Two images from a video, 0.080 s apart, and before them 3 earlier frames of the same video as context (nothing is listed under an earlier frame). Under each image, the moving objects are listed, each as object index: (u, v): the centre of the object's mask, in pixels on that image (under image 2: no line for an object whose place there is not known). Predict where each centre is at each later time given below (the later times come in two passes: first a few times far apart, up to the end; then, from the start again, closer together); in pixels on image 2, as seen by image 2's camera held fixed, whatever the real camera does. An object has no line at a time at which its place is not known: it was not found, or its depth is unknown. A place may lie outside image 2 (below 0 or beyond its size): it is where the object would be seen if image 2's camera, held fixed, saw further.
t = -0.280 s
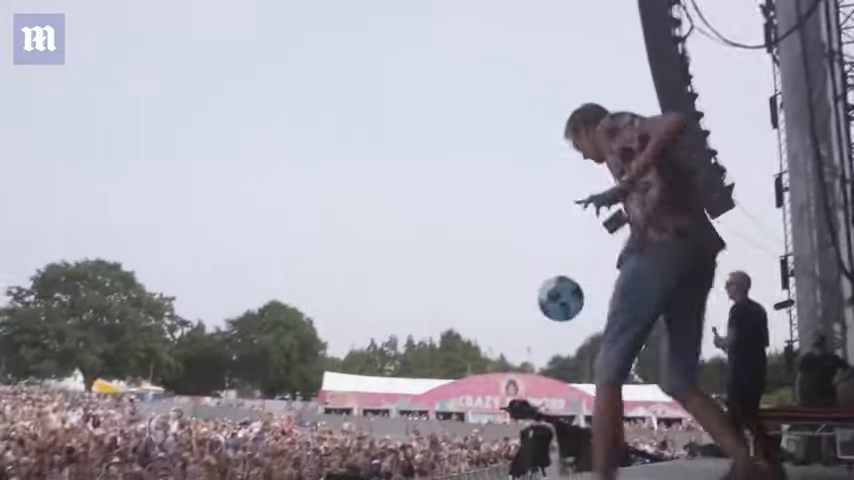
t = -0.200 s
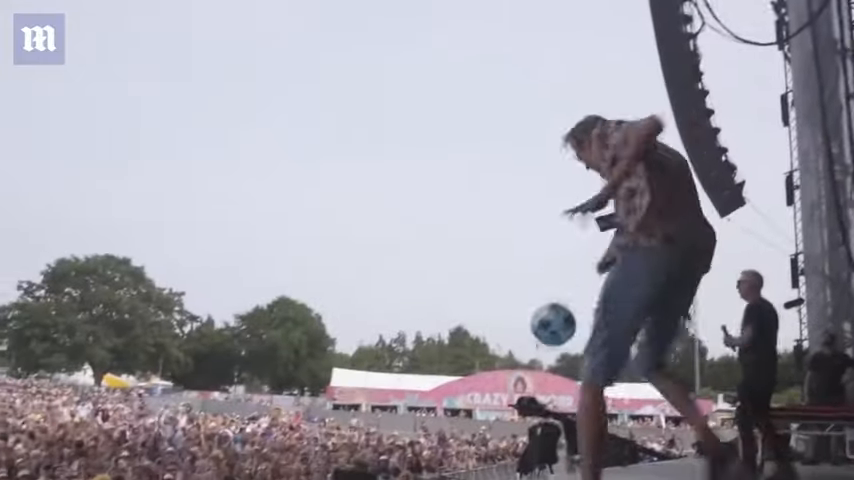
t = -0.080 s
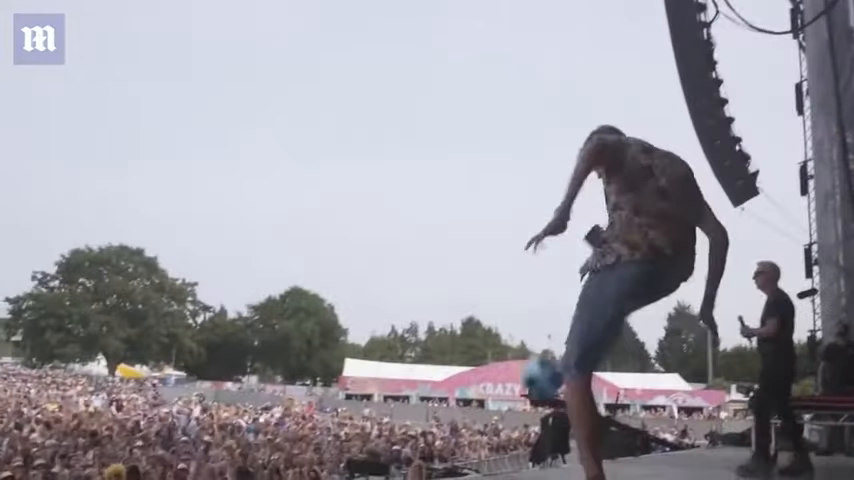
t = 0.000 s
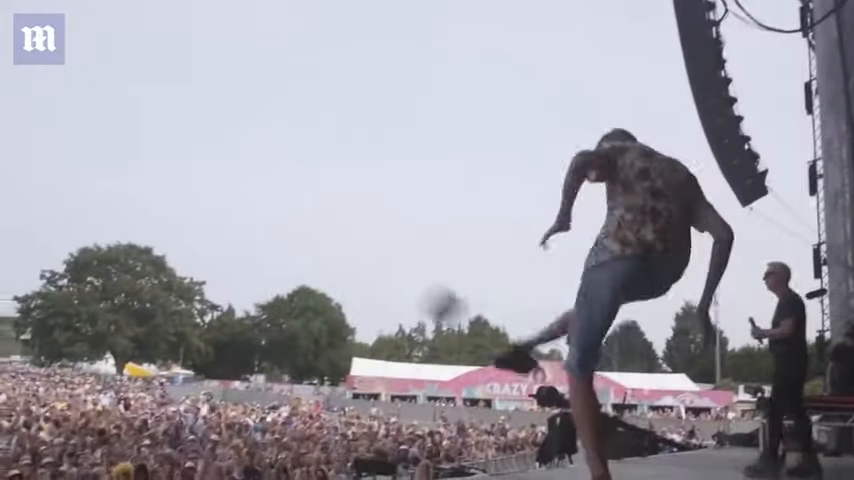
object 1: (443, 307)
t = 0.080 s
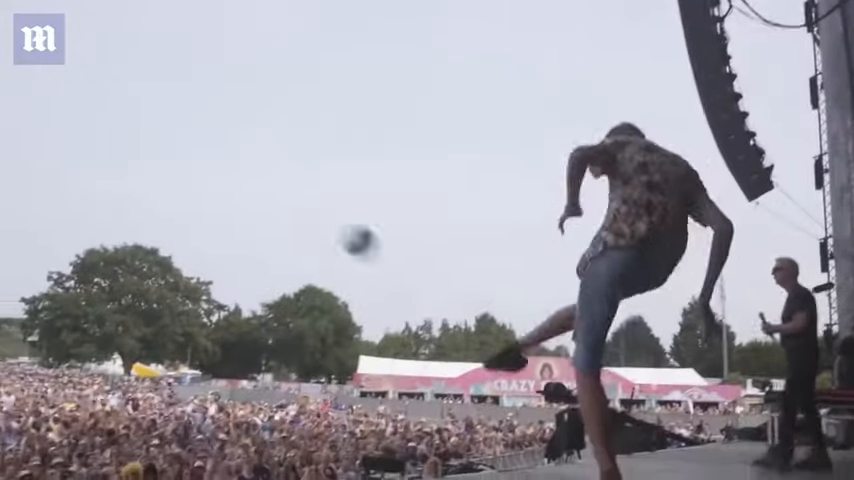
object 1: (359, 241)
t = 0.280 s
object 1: (241, 162)
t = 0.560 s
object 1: (167, 162)
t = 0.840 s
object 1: (125, 226)
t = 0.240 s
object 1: (257, 171)
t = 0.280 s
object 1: (241, 162)
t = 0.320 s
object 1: (227, 156)
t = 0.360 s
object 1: (215, 153)
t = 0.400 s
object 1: (203, 152)
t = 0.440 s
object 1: (192, 152)
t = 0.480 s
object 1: (184, 154)
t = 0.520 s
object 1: (175, 157)
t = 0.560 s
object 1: (167, 162)
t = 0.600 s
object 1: (160, 168)
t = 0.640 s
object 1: (153, 175)
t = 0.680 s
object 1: (146, 184)
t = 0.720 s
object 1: (140, 193)
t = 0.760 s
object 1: (134, 204)
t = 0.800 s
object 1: (129, 214)
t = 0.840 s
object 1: (125, 226)
